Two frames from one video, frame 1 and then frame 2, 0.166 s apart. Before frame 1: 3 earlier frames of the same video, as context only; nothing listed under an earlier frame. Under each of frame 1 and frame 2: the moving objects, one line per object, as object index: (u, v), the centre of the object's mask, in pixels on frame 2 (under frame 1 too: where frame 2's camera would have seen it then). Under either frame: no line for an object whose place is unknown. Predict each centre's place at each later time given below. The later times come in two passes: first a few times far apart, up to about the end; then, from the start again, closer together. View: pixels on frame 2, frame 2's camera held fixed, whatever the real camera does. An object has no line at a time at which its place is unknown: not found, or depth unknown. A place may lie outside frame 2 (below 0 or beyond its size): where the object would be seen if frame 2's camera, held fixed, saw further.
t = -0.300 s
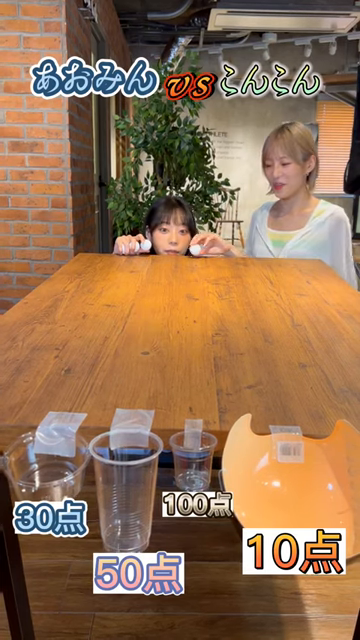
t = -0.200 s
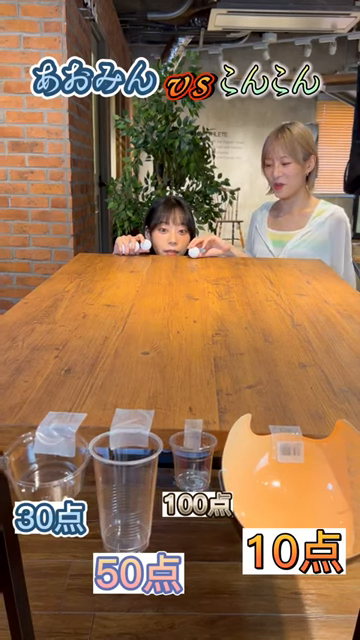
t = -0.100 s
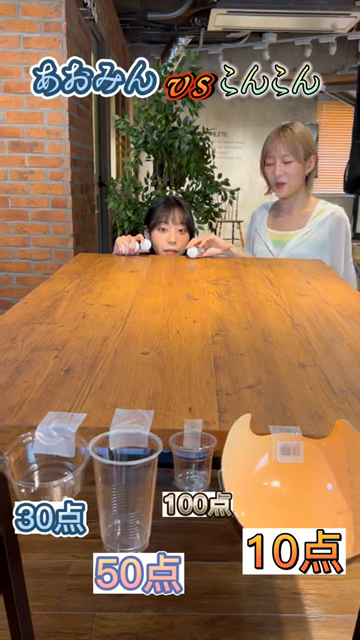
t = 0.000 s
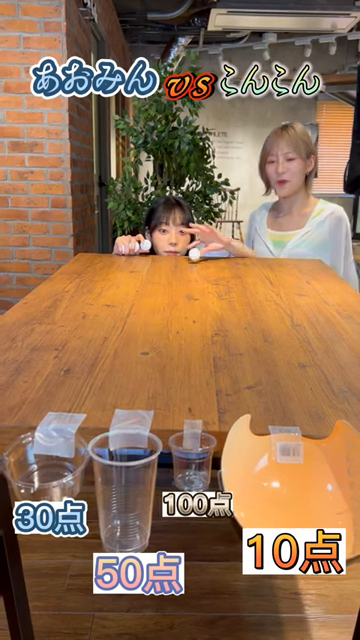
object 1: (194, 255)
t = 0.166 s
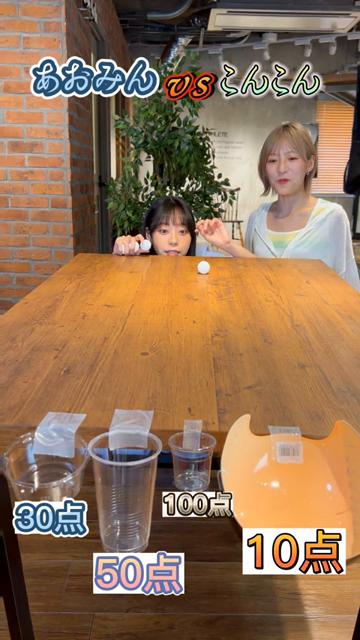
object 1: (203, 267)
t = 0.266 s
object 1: (207, 273)
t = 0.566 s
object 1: (215, 294)
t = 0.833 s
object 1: (217, 320)
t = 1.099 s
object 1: (206, 356)
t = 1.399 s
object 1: (145, 418)
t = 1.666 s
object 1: (128, 517)
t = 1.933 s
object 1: (117, 530)
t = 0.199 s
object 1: (205, 270)
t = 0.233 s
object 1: (206, 271)
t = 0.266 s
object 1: (207, 273)
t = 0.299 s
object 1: (208, 276)
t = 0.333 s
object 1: (209, 277)
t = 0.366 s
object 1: (210, 280)
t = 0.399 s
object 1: (210, 282)
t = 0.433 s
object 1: (211, 284)
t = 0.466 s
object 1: (212, 287)
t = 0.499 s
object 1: (213, 289)
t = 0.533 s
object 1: (214, 292)
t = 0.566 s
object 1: (215, 294)
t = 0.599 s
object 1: (216, 297)
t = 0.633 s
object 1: (217, 301)
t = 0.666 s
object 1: (217, 303)
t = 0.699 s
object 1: (217, 307)
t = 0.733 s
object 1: (217, 309)
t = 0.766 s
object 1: (217, 312)
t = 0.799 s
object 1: (217, 317)
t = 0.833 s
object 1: (217, 320)
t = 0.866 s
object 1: (216, 324)
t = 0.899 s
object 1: (216, 328)
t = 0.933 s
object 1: (215, 331)
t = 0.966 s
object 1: (213, 337)
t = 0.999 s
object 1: (212, 341)
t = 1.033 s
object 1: (210, 347)
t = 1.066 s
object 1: (209, 351)
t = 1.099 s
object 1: (206, 356)
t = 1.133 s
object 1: (203, 362)
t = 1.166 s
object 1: (200, 367)
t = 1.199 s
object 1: (195, 376)
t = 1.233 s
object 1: (190, 382)
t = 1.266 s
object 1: (184, 387)
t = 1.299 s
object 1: (174, 394)
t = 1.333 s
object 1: (166, 401)
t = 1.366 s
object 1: (154, 411)
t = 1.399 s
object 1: (145, 418)
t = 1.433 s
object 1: (135, 431)
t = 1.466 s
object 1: (120, 470)
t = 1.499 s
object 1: (118, 490)
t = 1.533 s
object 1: (121, 521)
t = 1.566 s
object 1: (123, 506)
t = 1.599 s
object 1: (126, 496)
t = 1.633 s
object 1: (127, 502)
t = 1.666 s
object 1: (128, 517)
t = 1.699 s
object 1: (129, 522)
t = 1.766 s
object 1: (128, 528)
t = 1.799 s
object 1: (127, 532)
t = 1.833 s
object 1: (125, 532)
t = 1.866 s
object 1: (122, 531)
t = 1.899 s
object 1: (119, 531)
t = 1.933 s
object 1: (117, 530)
